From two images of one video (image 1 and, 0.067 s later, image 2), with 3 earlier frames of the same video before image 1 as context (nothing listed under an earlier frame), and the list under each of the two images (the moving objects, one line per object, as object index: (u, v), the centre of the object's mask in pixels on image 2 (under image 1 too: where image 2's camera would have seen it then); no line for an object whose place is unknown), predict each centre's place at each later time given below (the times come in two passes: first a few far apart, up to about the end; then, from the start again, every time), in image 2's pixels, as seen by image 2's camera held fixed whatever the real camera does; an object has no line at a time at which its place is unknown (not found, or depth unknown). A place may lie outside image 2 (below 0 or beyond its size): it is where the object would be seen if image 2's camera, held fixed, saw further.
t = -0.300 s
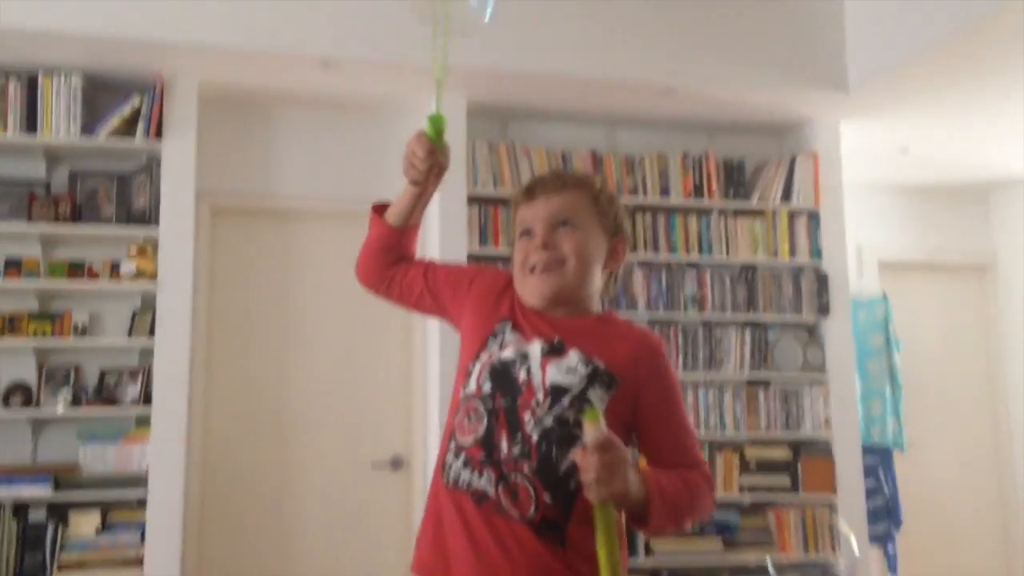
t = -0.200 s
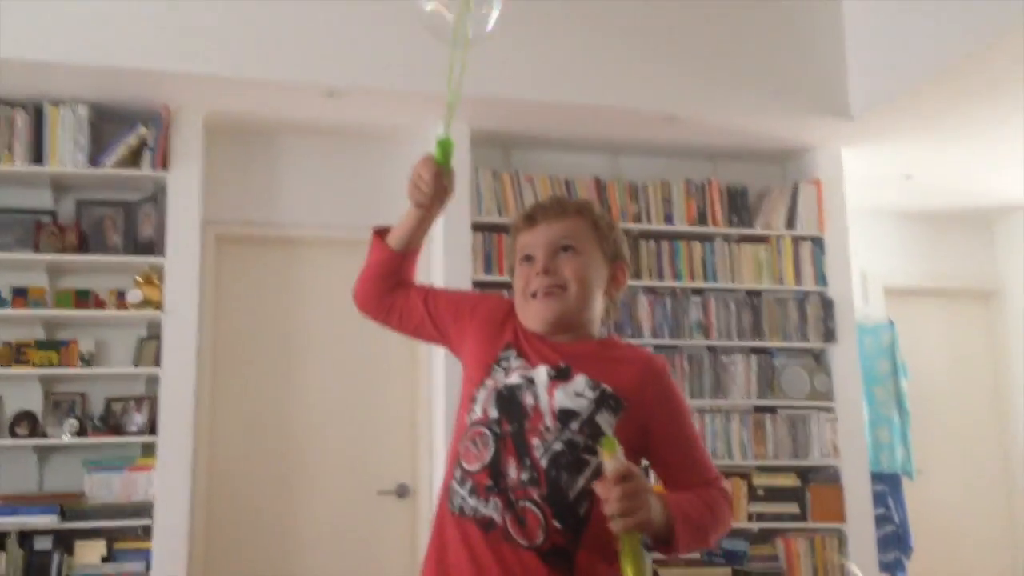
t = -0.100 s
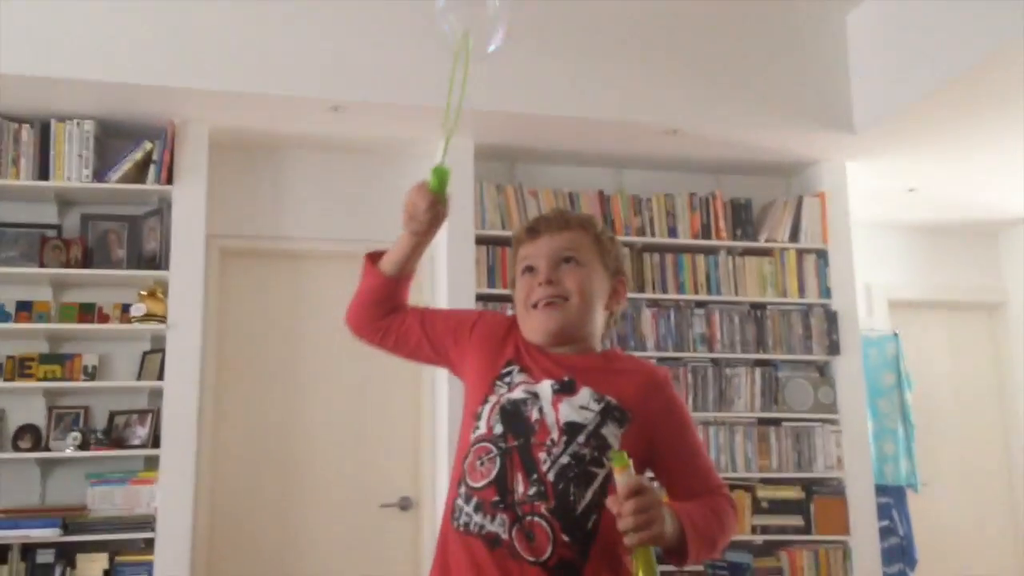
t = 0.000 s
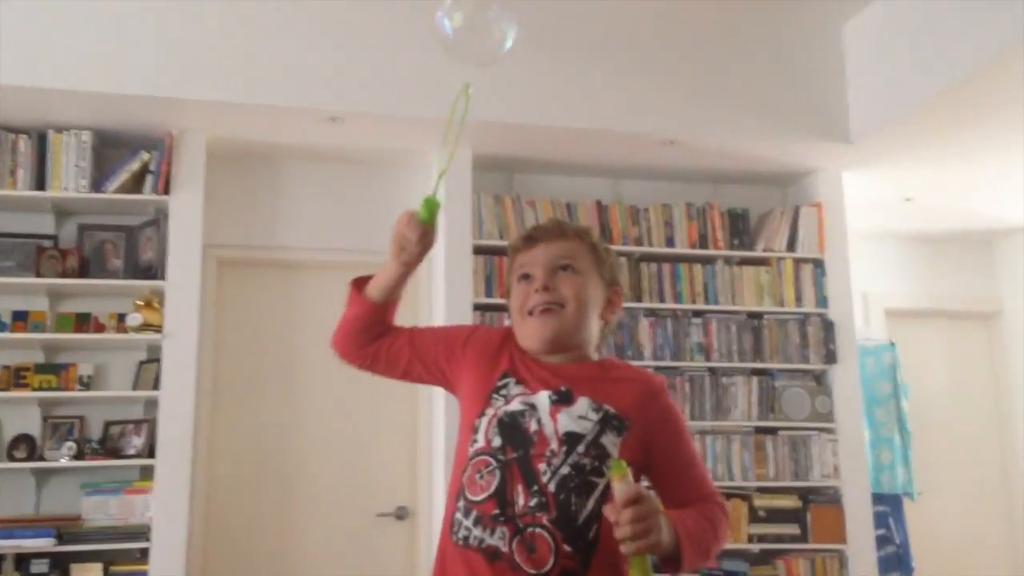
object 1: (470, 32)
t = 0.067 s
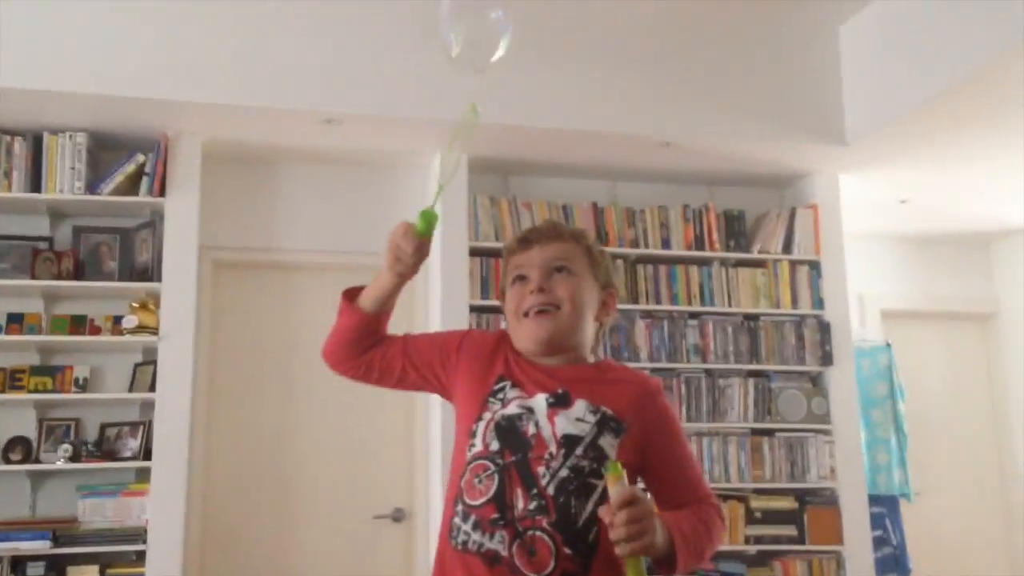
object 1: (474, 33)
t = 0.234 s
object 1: (485, 32)
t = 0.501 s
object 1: (500, 40)
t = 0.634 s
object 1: (510, 47)
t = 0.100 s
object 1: (475, 32)
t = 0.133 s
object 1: (479, 30)
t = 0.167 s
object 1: (481, 31)
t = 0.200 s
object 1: (483, 33)
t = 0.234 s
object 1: (485, 32)
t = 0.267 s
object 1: (486, 32)
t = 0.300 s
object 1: (490, 32)
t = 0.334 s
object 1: (491, 33)
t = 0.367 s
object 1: (493, 36)
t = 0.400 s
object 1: (496, 36)
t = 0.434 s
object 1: (498, 36)
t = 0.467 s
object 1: (498, 39)
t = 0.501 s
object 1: (500, 40)
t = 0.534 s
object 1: (502, 42)
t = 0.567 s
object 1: (504, 45)
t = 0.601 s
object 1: (507, 45)
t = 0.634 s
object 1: (510, 47)
